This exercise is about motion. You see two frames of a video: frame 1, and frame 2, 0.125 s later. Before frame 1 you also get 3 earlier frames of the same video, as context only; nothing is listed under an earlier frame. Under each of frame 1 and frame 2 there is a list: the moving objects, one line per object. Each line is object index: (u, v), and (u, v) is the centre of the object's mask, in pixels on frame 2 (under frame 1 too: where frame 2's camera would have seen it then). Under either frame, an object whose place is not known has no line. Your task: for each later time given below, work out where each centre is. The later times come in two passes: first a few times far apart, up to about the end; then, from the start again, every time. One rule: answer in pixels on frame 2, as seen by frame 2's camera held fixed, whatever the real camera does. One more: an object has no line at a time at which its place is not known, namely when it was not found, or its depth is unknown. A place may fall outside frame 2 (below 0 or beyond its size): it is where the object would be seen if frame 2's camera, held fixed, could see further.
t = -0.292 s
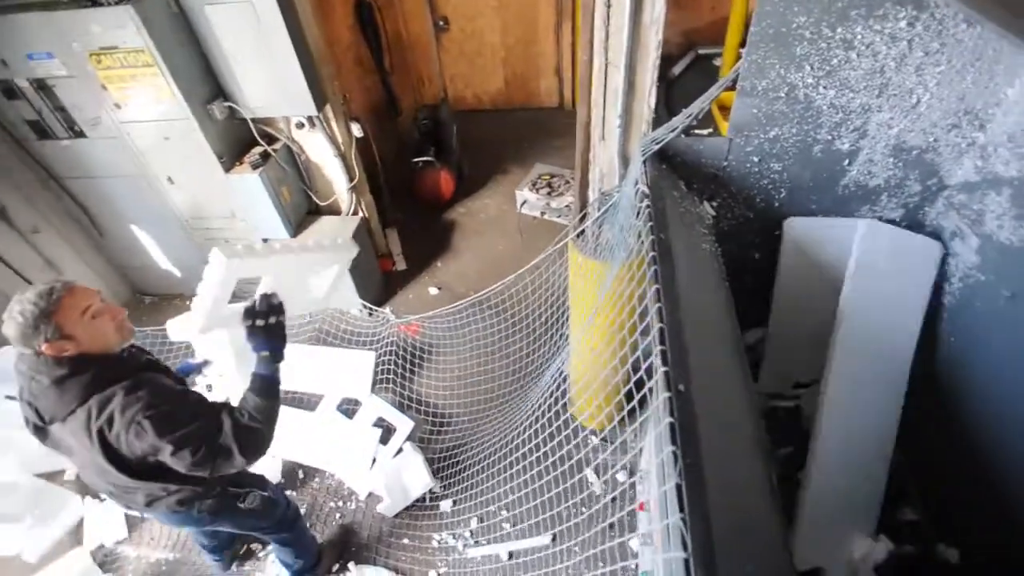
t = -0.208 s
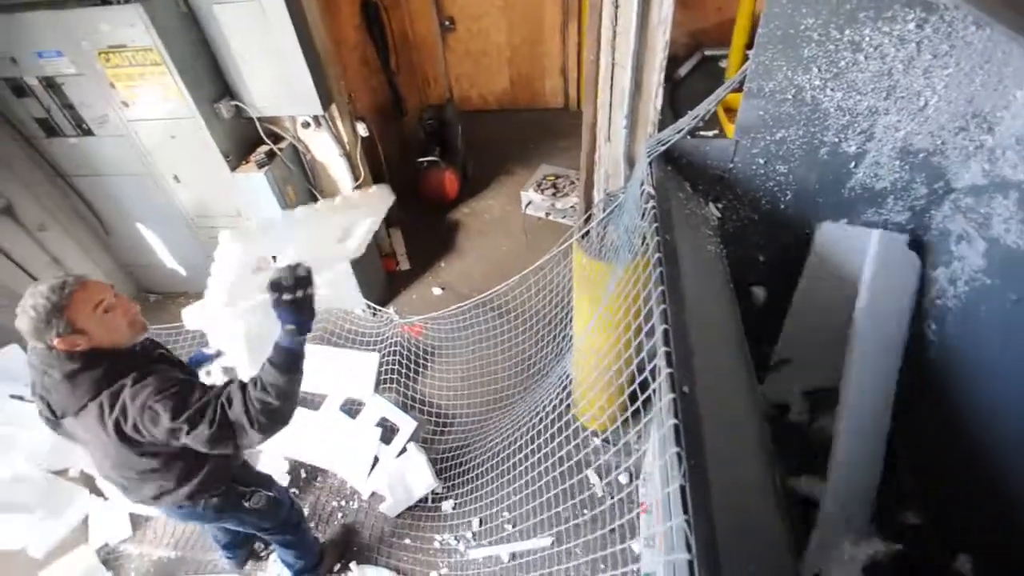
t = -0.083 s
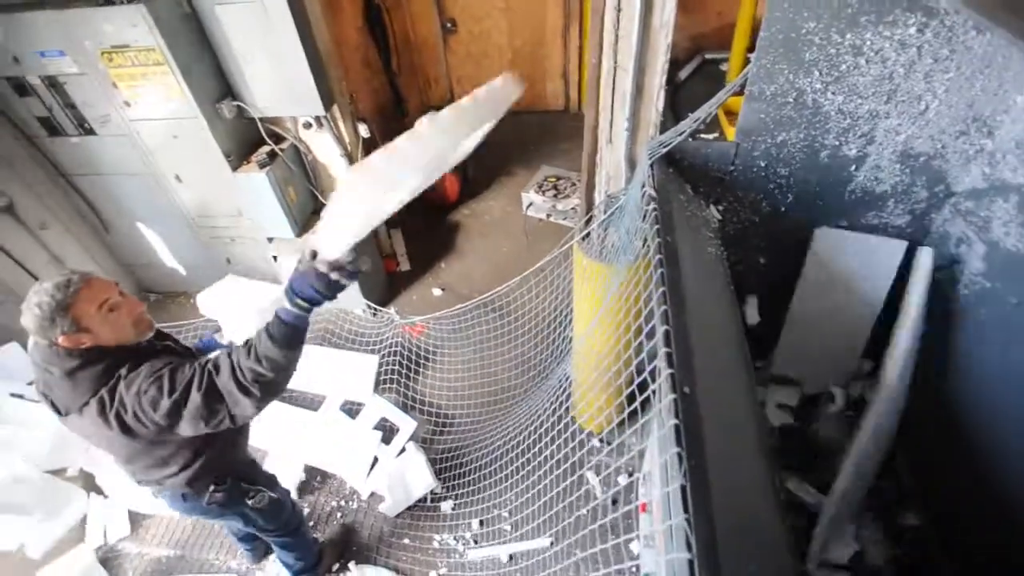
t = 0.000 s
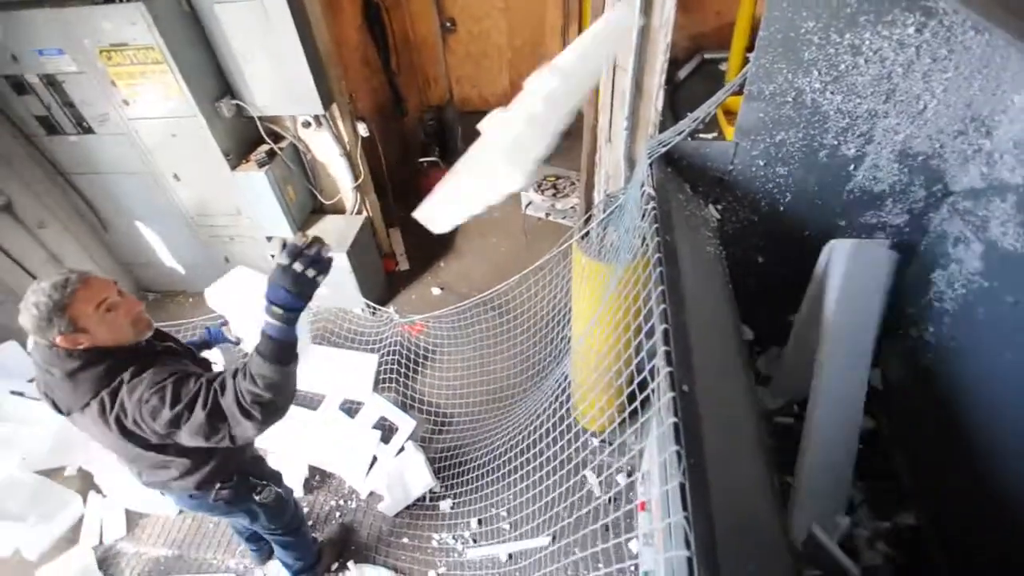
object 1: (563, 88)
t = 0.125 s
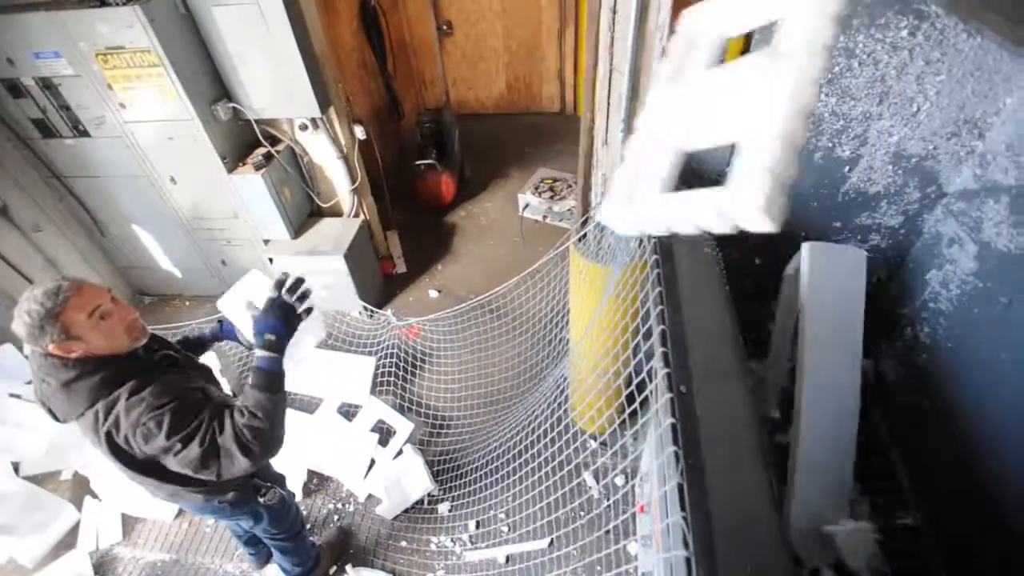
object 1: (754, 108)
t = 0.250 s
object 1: (920, 137)
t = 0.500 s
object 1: (909, 355)
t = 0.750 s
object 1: (900, 487)
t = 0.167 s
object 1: (796, 120)
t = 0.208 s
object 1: (866, 122)
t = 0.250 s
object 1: (920, 137)
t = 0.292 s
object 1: (929, 164)
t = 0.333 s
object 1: (947, 199)
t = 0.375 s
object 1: (925, 248)
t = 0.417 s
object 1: (922, 298)
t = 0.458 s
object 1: (917, 327)
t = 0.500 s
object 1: (909, 355)
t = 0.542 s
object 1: (909, 383)
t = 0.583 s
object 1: (907, 407)
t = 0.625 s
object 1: (902, 432)
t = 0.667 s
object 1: (908, 455)
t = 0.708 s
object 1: (902, 472)
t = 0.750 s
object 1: (900, 487)
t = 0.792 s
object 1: (890, 481)
